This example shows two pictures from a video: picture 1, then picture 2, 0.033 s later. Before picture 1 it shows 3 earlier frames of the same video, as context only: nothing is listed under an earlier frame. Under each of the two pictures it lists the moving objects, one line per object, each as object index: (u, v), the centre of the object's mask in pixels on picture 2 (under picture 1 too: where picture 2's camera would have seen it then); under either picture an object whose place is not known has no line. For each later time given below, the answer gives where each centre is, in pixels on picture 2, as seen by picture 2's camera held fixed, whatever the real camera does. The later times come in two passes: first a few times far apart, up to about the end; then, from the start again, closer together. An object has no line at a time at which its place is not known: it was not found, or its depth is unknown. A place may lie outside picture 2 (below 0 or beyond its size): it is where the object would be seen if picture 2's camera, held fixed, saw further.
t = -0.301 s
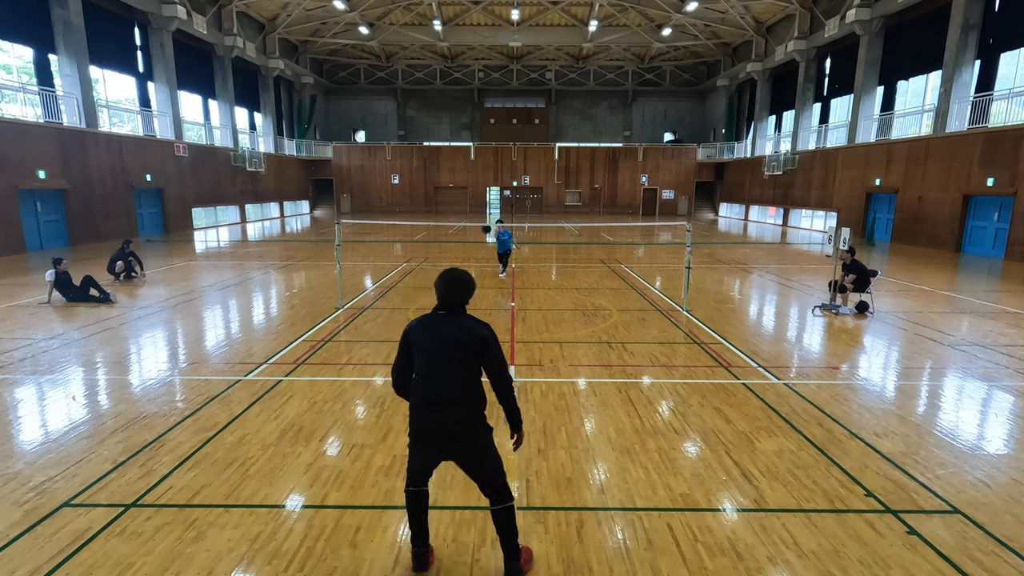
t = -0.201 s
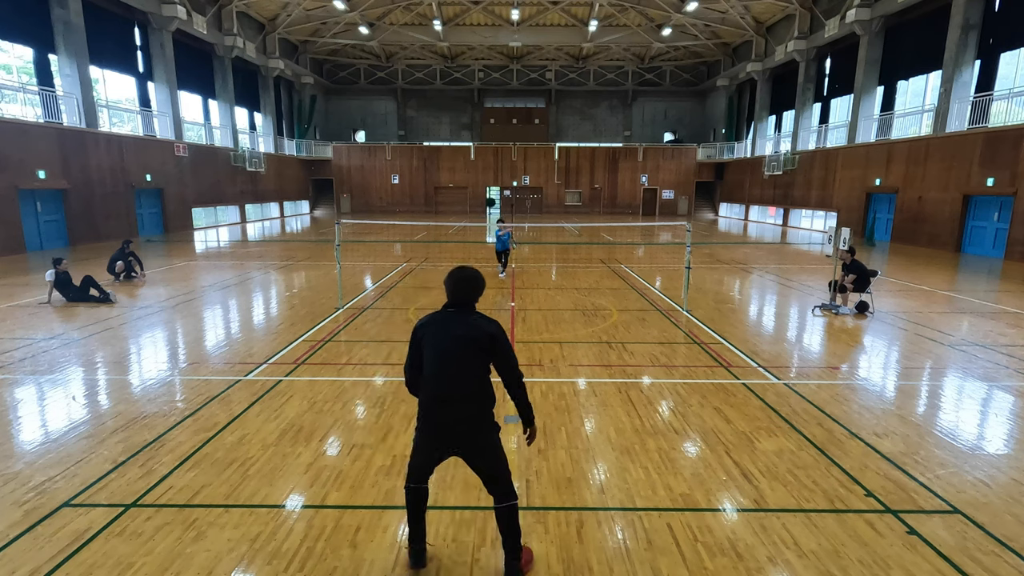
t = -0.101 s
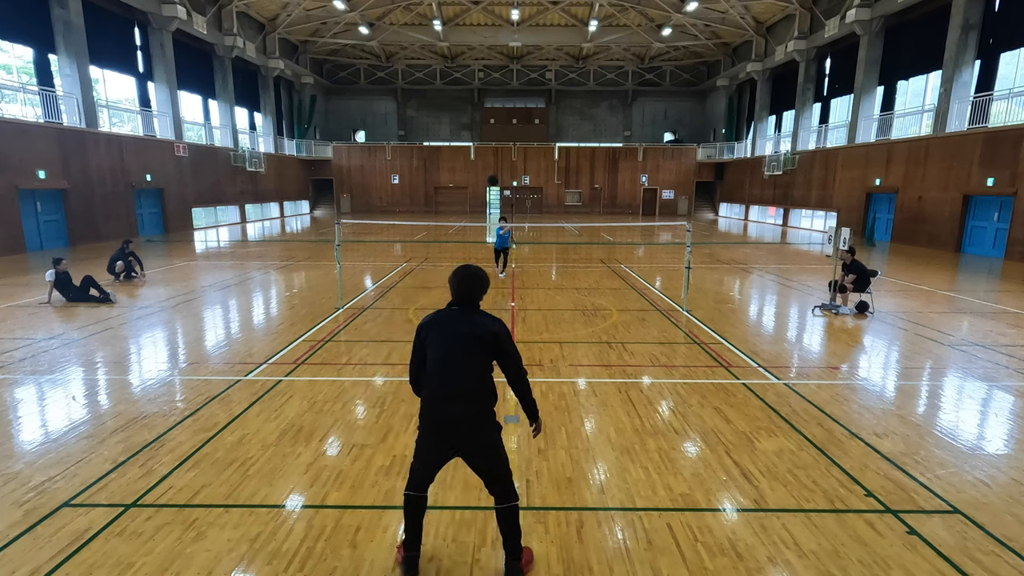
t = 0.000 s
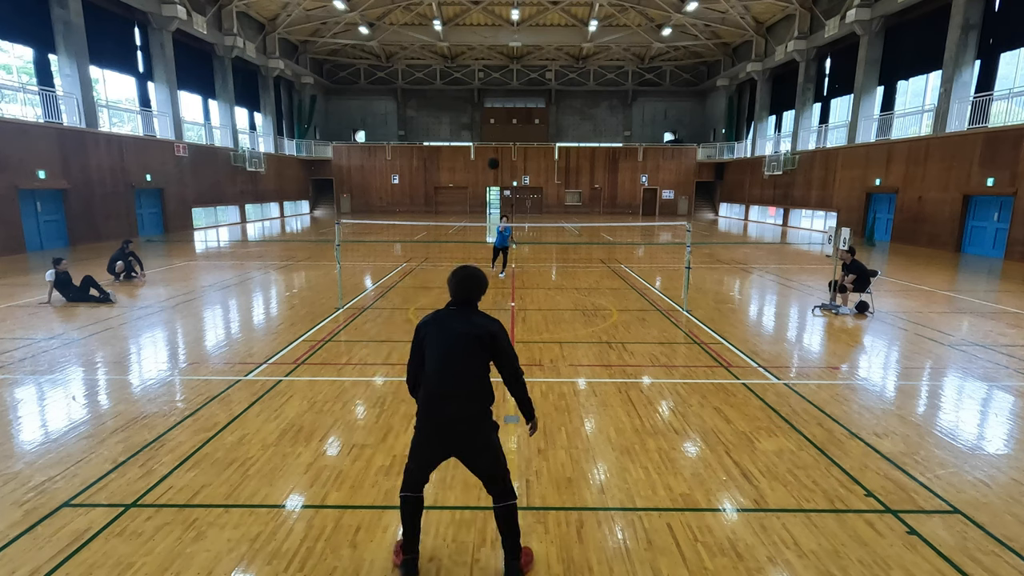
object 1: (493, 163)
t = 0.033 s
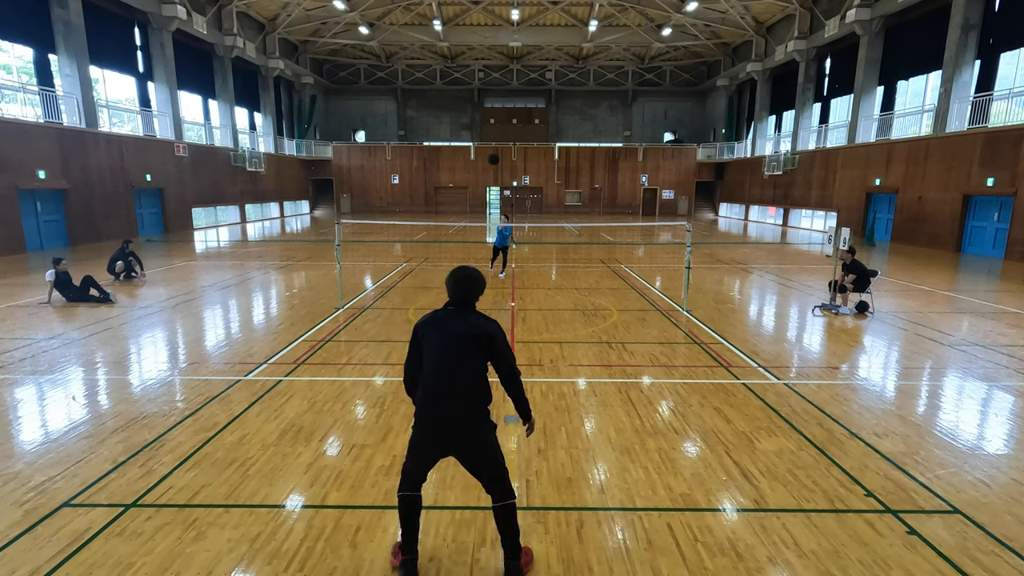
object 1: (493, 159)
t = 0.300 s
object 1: (490, 150)
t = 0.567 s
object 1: (482, 196)
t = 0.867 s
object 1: (476, 327)
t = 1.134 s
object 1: (460, 322)
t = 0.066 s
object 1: (493, 155)
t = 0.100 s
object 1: (493, 152)
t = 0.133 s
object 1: (493, 149)
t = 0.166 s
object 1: (492, 148)
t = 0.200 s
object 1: (492, 148)
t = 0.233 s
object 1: (491, 148)
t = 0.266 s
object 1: (491, 148)
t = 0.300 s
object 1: (490, 150)
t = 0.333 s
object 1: (490, 152)
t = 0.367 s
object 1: (488, 155)
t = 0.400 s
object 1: (487, 160)
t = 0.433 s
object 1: (486, 165)
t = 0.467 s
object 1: (485, 171)
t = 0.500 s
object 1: (484, 179)
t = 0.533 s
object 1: (483, 187)
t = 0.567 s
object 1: (482, 196)
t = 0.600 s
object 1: (481, 208)
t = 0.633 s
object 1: (480, 219)
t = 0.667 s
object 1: (479, 231)
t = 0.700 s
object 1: (477, 245)
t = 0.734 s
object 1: (477, 260)
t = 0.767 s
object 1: (477, 275)
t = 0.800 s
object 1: (475, 291)
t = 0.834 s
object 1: (475, 310)
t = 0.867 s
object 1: (476, 327)
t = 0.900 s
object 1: (475, 346)
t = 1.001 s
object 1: (469, 349)
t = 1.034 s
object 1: (467, 341)
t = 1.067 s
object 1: (465, 334)
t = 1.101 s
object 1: (463, 328)
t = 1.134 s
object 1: (460, 322)
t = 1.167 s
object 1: (458, 317)
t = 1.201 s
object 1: (455, 313)
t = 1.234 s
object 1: (453, 309)
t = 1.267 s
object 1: (450, 307)
